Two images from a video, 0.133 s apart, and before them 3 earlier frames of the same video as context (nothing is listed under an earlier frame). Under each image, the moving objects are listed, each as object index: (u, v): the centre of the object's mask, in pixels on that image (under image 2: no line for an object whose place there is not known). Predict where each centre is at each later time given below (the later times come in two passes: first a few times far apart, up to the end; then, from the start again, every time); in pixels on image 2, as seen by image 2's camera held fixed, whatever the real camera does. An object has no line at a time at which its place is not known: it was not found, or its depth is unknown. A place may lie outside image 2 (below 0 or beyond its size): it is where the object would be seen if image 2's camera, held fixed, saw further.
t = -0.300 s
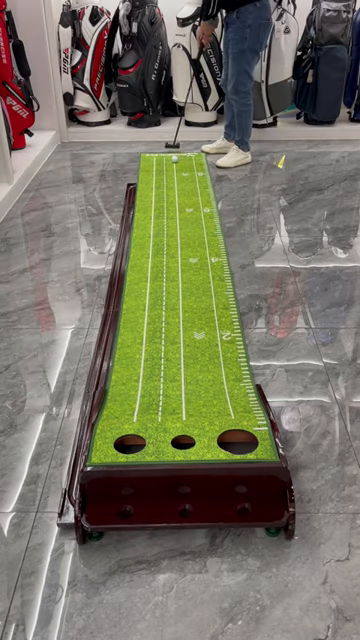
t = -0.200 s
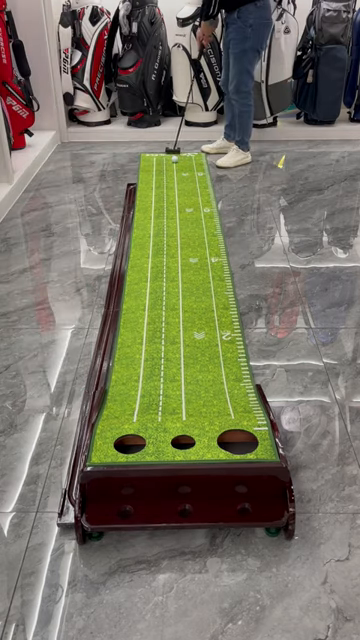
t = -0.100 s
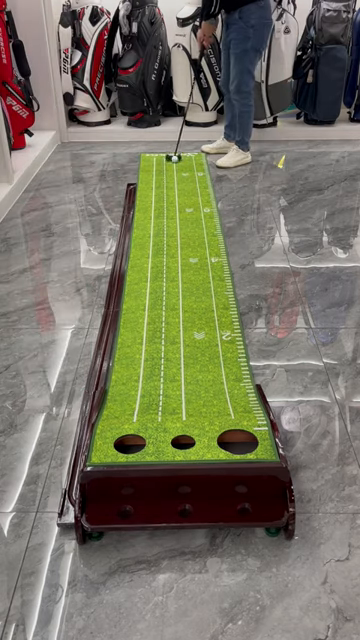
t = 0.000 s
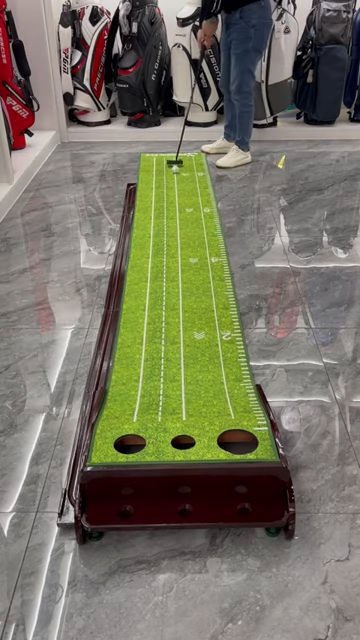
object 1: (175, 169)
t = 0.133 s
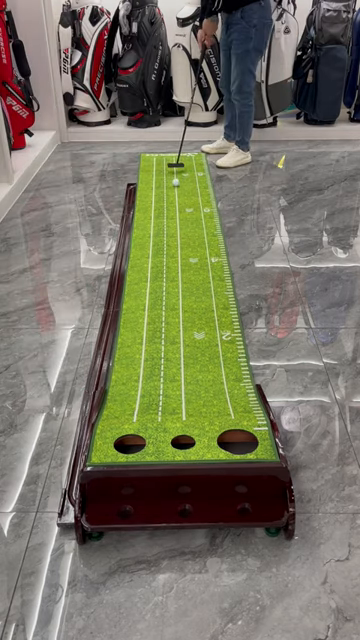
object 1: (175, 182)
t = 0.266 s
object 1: (175, 196)
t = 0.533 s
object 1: (176, 227)
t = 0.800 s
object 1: (177, 266)
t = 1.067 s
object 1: (178, 315)
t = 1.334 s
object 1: (178, 378)
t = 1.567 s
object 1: (177, 411)
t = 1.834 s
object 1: (186, 441)
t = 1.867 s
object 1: (186, 440)
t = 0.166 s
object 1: (175, 185)
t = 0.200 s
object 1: (175, 188)
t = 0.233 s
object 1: (176, 192)
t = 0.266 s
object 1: (175, 196)
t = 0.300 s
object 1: (176, 200)
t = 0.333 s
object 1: (176, 203)
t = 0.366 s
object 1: (176, 207)
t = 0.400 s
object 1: (176, 211)
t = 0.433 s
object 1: (176, 215)
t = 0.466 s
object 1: (176, 219)
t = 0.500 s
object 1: (176, 223)
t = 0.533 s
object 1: (176, 227)
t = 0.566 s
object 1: (177, 232)
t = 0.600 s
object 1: (177, 236)
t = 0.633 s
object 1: (177, 240)
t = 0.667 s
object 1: (177, 245)
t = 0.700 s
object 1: (177, 250)
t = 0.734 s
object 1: (177, 255)
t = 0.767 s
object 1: (177, 261)
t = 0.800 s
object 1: (177, 266)
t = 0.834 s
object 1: (177, 271)
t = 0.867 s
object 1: (177, 277)
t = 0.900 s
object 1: (178, 283)
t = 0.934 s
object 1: (178, 289)
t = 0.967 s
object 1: (178, 295)
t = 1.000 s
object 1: (178, 302)
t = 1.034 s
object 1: (178, 309)
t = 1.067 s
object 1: (178, 315)
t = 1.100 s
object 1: (178, 322)
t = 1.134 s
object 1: (178, 330)
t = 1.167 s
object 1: (178, 338)
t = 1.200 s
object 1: (178, 346)
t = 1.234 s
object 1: (178, 354)
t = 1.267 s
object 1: (178, 363)
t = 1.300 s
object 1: (178, 371)
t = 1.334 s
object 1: (178, 378)
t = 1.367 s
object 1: (178, 385)
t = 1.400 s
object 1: (178, 391)
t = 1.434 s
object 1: (178, 396)
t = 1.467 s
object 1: (177, 400)
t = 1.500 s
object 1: (177, 404)
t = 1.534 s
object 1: (177, 408)
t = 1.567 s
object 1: (177, 411)
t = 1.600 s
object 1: (177, 414)
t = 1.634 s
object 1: (177, 418)
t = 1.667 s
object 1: (177, 422)
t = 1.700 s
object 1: (176, 427)
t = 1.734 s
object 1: (176, 432)
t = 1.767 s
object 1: (177, 439)
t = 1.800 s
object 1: (181, 442)
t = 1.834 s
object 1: (186, 441)
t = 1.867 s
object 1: (186, 440)
